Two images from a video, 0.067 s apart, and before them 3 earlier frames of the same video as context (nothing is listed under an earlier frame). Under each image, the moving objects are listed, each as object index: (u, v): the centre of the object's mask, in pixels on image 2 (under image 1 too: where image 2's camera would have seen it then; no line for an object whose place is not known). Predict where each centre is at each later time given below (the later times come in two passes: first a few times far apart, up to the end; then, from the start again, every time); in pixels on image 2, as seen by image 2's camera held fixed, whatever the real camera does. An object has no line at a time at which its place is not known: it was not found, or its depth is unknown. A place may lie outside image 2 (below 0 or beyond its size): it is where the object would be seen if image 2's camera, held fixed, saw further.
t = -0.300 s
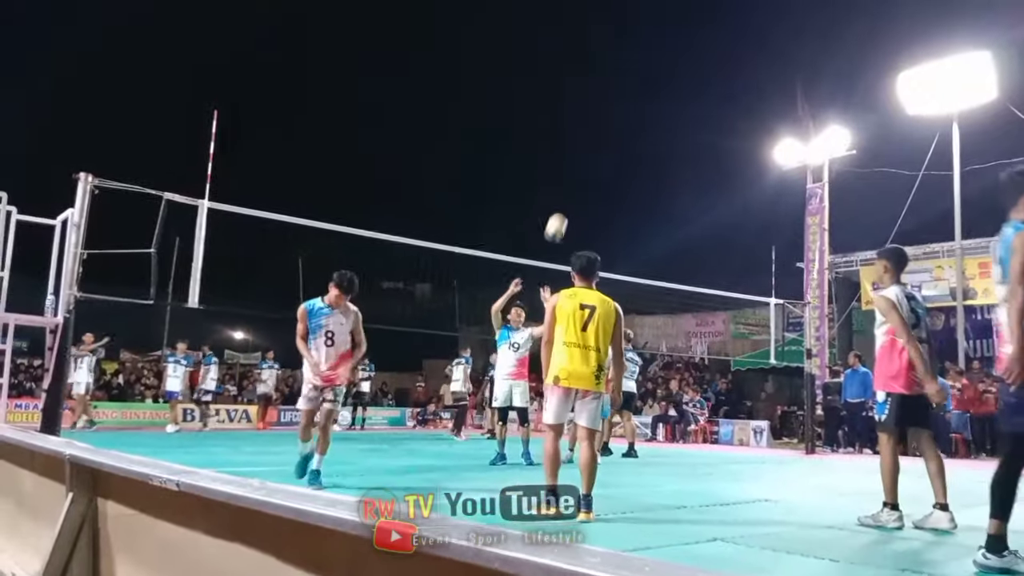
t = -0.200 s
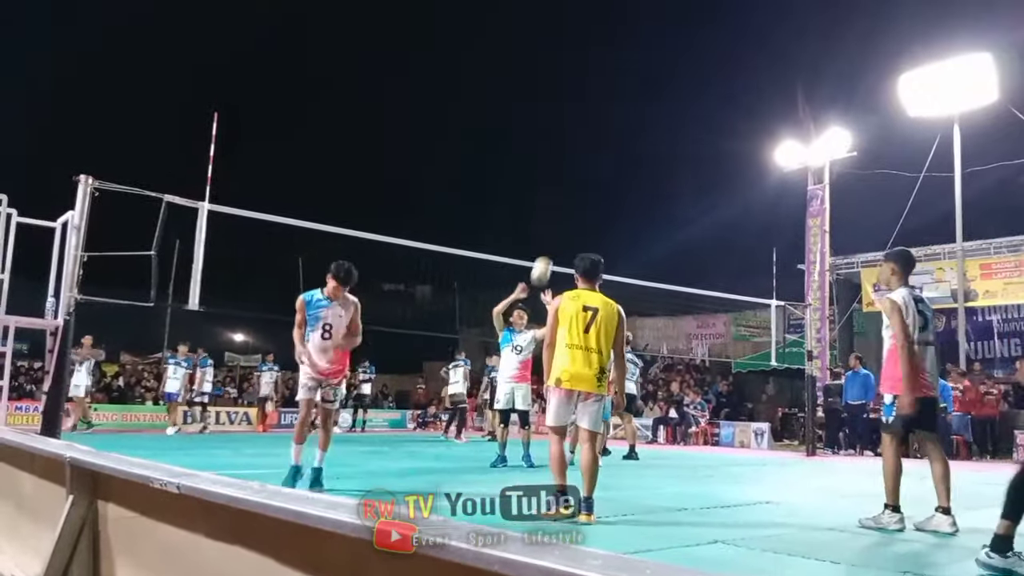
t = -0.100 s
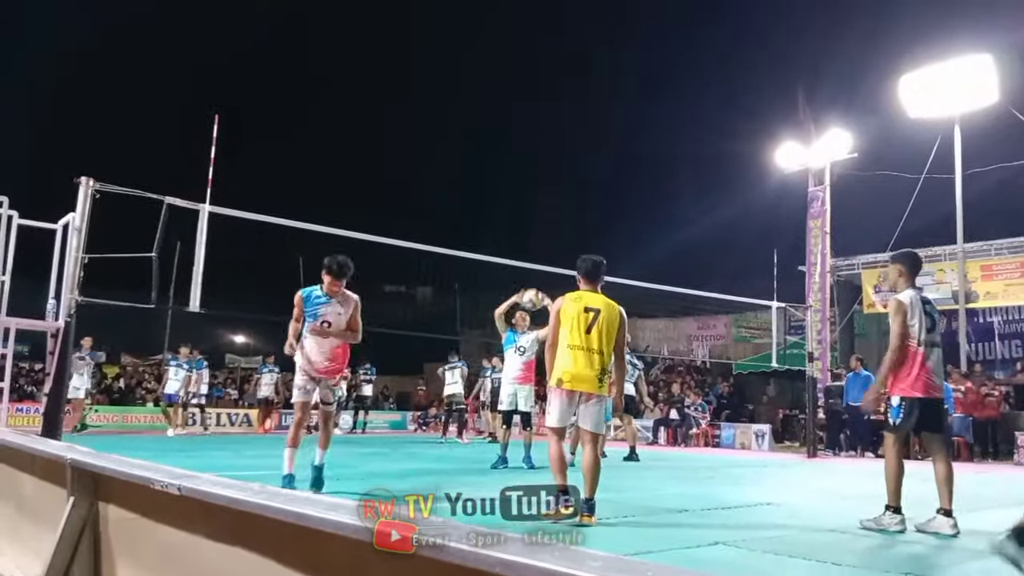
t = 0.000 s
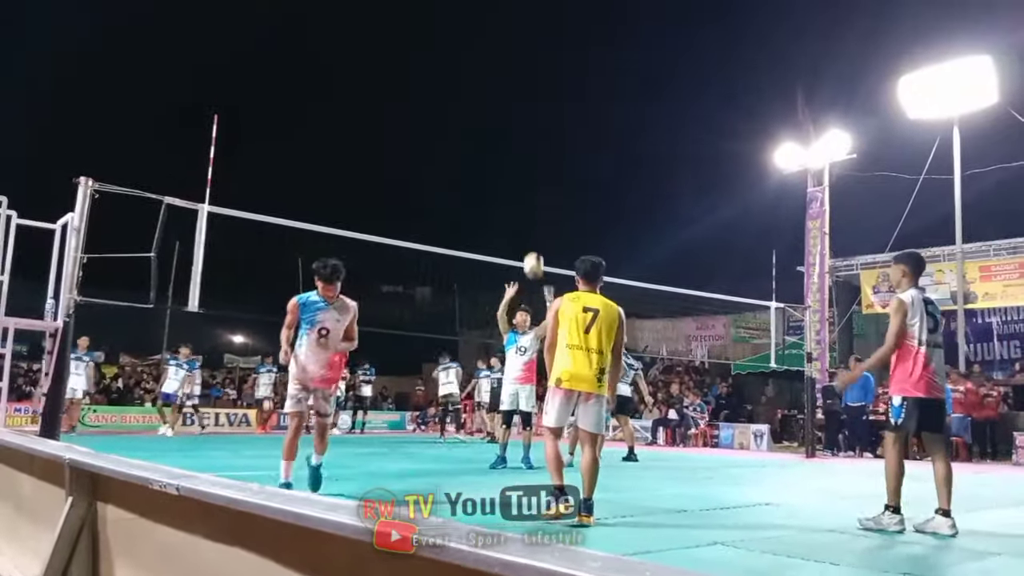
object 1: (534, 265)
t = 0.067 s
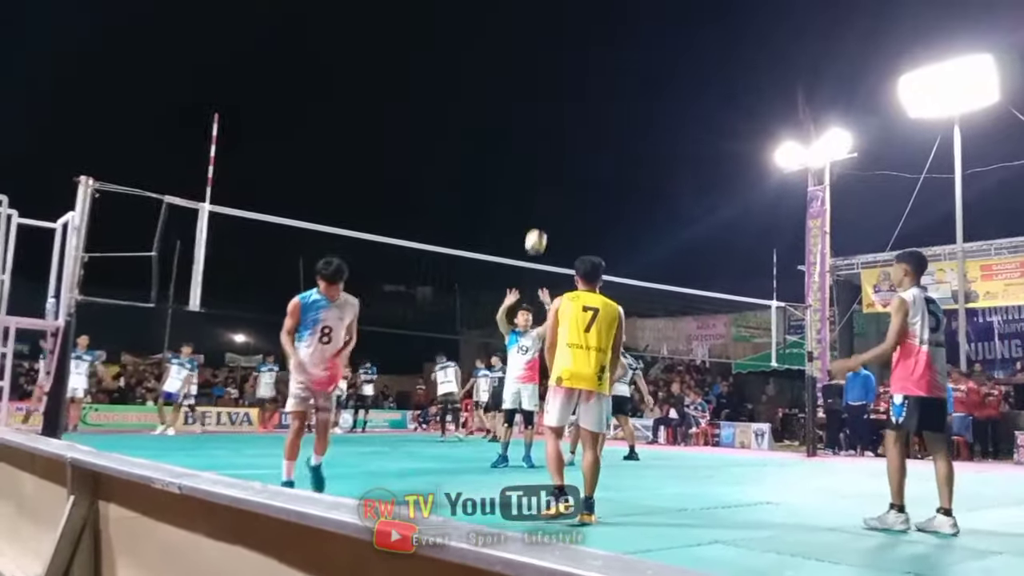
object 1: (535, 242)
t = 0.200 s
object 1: (538, 206)
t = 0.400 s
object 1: (541, 181)
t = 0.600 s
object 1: (544, 196)
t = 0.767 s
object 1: (545, 249)
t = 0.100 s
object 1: (536, 232)
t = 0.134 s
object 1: (537, 222)
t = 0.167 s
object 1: (538, 214)
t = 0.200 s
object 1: (538, 206)
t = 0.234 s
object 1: (539, 200)
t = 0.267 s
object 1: (539, 194)
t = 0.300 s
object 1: (540, 190)
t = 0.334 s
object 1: (540, 185)
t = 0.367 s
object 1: (541, 182)
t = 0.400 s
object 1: (541, 181)
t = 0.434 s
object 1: (542, 180)
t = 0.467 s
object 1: (542, 181)
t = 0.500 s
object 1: (543, 183)
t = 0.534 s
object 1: (543, 186)
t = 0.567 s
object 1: (544, 191)
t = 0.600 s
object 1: (544, 196)
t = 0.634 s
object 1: (545, 204)
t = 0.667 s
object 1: (545, 213)
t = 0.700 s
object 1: (545, 224)
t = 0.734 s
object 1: (545, 236)
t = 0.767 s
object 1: (545, 249)
